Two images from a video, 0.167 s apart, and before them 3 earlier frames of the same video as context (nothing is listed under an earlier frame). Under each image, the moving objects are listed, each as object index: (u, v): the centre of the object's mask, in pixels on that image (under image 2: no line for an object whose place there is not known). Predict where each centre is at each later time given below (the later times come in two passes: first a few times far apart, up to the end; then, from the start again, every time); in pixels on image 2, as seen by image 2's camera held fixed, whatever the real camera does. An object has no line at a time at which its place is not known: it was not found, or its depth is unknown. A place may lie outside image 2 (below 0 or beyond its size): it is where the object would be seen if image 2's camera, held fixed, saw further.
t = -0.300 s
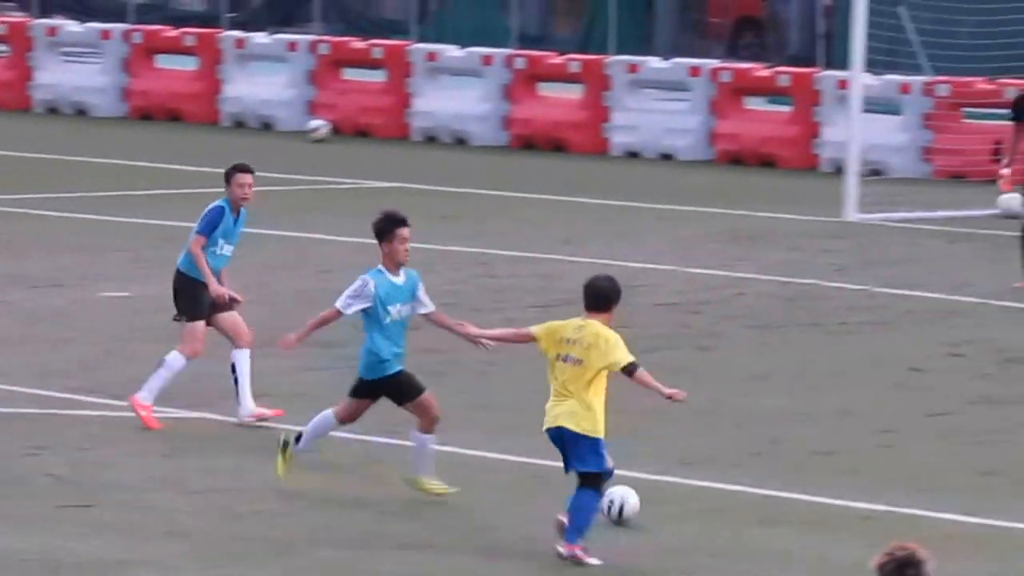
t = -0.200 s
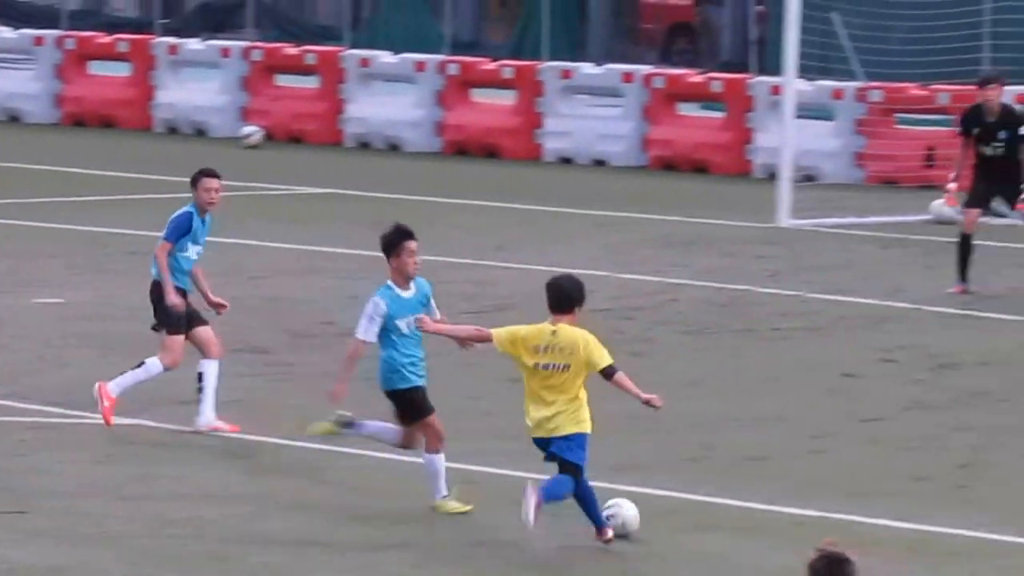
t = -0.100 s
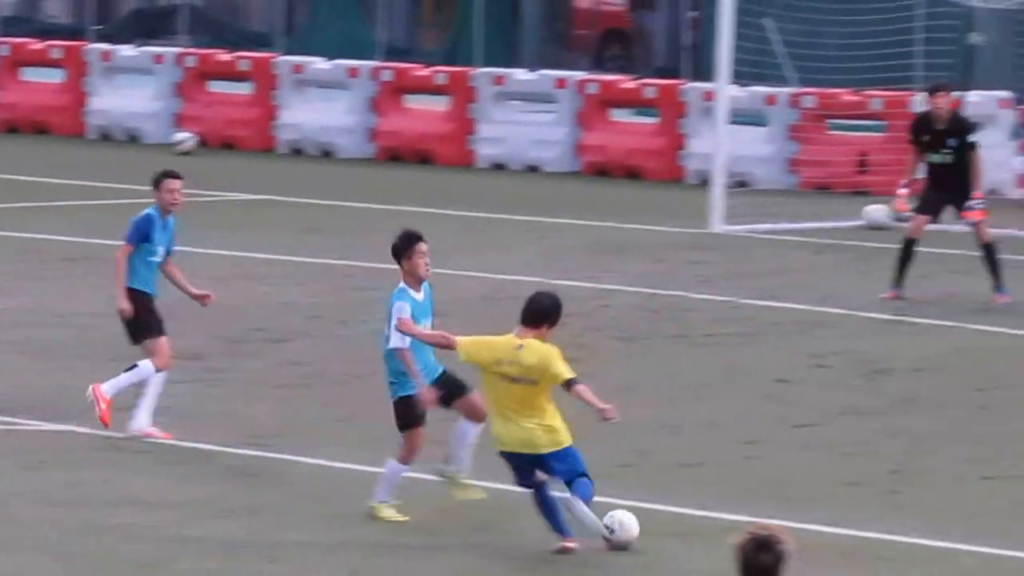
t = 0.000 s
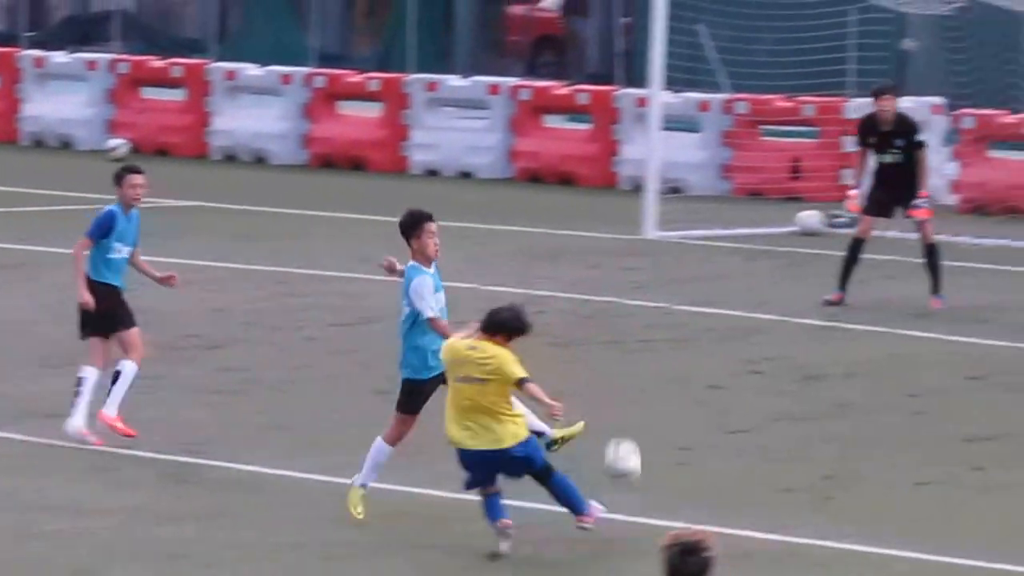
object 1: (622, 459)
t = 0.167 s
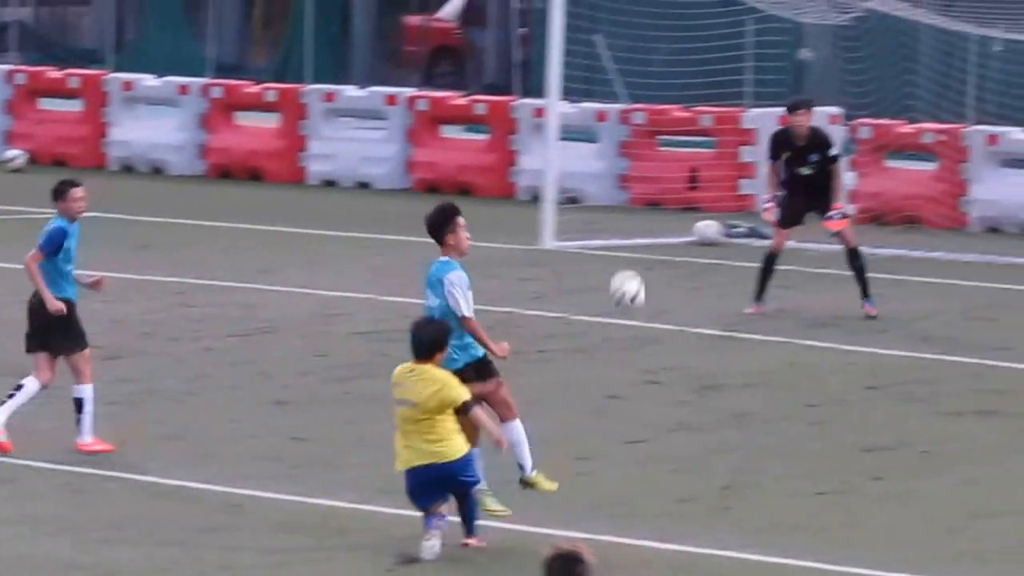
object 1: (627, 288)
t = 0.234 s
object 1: (665, 229)
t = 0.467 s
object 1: (787, 62)
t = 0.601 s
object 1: (848, -7)
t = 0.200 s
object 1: (647, 261)
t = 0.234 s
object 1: (665, 229)
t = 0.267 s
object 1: (684, 203)
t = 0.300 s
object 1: (703, 175)
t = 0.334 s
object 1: (721, 149)
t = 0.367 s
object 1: (738, 127)
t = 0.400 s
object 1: (754, 103)
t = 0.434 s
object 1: (771, 80)
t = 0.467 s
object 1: (787, 62)
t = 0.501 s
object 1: (803, 43)
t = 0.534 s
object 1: (819, 24)
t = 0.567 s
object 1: (833, 9)
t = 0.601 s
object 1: (848, -7)
